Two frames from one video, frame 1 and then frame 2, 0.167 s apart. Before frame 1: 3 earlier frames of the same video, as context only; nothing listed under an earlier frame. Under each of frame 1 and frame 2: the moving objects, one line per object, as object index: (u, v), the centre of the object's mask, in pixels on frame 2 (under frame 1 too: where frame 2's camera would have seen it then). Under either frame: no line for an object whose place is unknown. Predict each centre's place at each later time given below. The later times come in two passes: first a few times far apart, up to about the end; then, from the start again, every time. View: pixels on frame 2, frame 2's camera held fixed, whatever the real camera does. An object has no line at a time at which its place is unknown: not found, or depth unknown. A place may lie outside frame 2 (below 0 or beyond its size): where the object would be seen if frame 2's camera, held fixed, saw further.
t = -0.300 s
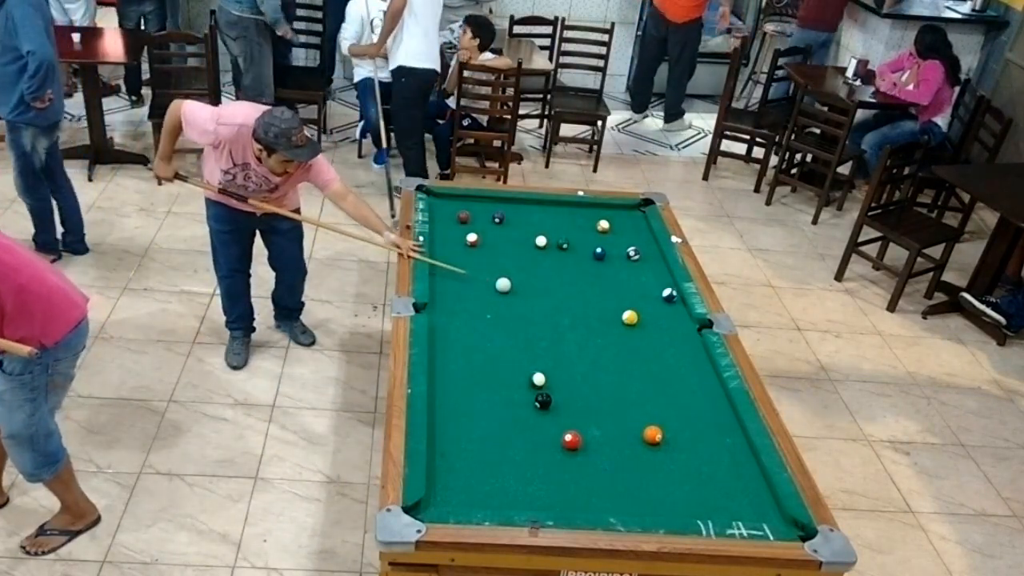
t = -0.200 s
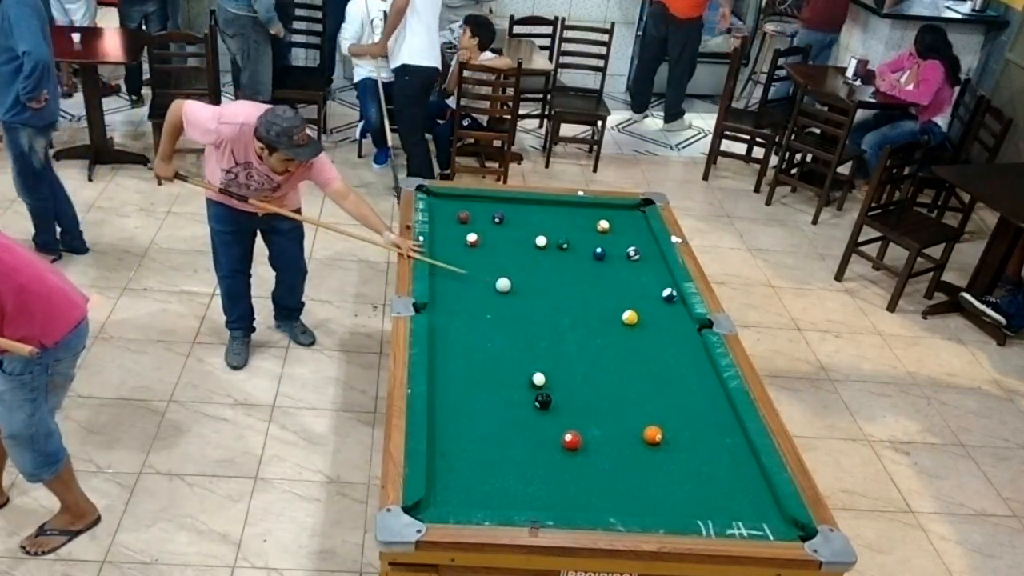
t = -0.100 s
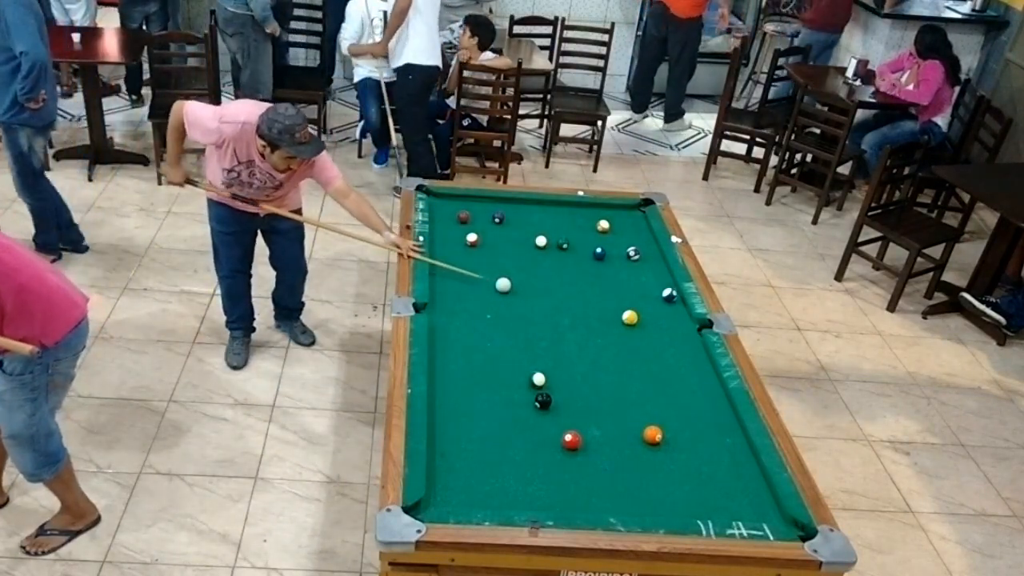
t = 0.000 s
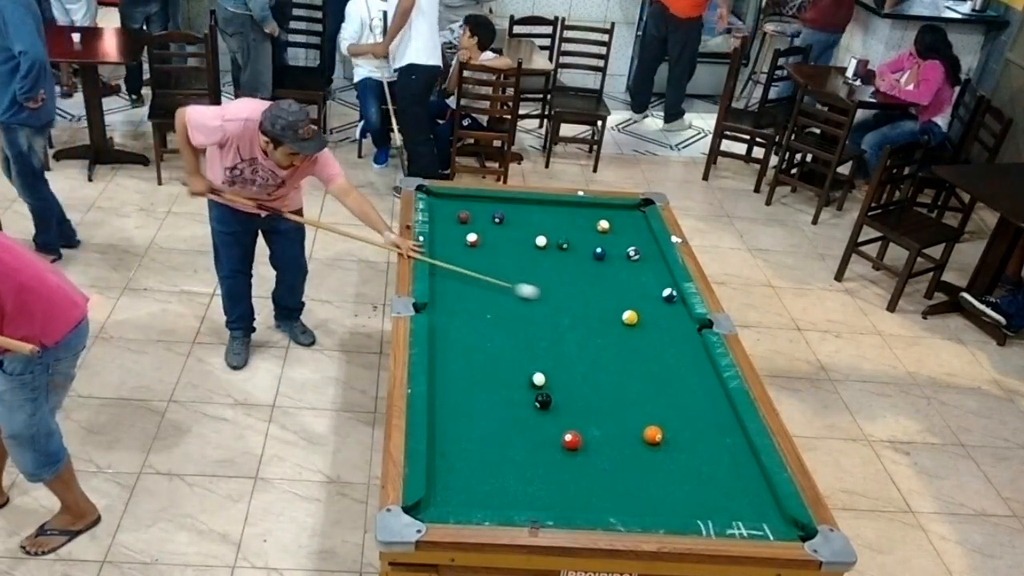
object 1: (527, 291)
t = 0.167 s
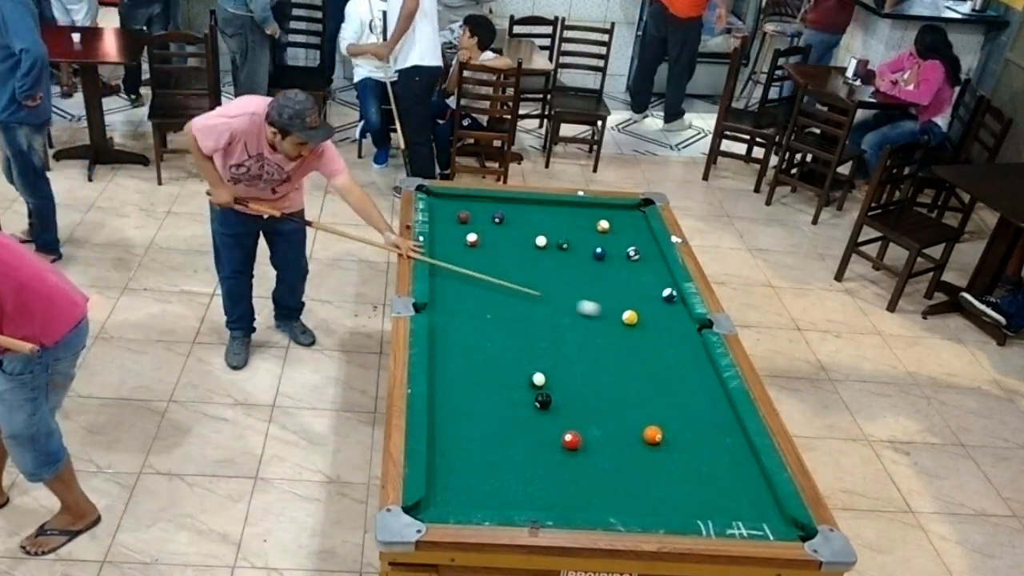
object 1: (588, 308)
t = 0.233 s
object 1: (611, 314)
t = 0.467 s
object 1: (639, 331)
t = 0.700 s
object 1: (668, 348)
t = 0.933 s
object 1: (698, 366)
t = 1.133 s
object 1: (708, 377)
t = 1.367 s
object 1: (698, 385)
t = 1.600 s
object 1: (688, 393)
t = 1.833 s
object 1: (679, 401)
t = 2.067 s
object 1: (671, 407)
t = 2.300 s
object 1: (663, 413)
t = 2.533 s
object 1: (655, 417)
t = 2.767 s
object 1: (648, 421)
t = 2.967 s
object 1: (642, 422)
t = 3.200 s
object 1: (638, 424)
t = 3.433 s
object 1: (635, 424)
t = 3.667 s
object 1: (633, 424)
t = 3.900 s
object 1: (633, 424)
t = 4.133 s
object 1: (633, 424)
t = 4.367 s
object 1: (633, 424)
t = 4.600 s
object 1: (633, 424)
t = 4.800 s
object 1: (633, 424)
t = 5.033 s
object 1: (633, 424)
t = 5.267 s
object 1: (633, 424)
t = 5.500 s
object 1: (633, 424)
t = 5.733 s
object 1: (633, 424)
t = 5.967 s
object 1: (633, 424)
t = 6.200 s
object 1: (633, 424)
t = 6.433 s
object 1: (633, 424)
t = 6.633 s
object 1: (633, 424)
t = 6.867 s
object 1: (633, 424)
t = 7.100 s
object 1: (633, 424)
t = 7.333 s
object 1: (633, 424)
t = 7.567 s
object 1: (633, 424)
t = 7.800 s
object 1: (633, 424)
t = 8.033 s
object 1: (633, 424)
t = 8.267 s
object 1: (633, 424)
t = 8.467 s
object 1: (632, 424)
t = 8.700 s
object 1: (632, 424)
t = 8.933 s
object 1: (632, 424)
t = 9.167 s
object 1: (632, 424)
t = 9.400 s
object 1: (632, 424)
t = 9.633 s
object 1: (632, 424)
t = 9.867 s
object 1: (632, 424)
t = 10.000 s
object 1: (632, 424)
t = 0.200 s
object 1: (601, 311)
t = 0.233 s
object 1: (611, 314)
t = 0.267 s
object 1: (616, 317)
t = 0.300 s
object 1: (618, 319)
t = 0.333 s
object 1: (623, 322)
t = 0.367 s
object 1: (627, 324)
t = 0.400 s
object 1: (631, 326)
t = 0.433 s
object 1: (635, 329)
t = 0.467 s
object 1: (639, 331)
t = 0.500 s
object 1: (643, 334)
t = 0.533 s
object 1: (648, 336)
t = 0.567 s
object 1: (652, 339)
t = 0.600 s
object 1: (656, 341)
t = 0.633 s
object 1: (660, 344)
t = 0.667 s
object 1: (664, 346)
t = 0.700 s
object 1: (668, 348)
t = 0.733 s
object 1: (673, 351)
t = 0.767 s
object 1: (677, 353)
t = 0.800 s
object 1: (681, 356)
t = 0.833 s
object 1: (686, 358)
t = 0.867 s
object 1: (690, 361)
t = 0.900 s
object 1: (694, 363)
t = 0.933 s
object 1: (698, 366)
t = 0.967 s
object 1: (703, 368)
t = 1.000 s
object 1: (707, 371)
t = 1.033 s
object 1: (711, 373)
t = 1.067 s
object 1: (710, 374)
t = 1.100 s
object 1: (709, 376)
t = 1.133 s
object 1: (708, 377)
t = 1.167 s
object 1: (706, 378)
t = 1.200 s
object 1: (705, 380)
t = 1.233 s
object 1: (704, 381)
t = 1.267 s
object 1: (702, 382)
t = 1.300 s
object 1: (701, 383)
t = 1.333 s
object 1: (699, 384)
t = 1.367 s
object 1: (698, 385)
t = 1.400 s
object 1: (697, 386)
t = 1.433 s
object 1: (695, 388)
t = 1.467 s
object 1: (694, 389)
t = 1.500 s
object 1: (692, 390)
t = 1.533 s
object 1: (691, 391)
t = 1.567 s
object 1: (690, 392)
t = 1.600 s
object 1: (688, 393)
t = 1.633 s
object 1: (687, 394)
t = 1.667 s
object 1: (686, 395)
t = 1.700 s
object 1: (684, 396)
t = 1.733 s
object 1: (683, 398)
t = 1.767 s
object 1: (682, 398)
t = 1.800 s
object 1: (680, 400)
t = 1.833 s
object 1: (679, 401)
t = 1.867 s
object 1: (678, 401)
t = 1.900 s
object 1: (677, 402)
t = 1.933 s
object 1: (675, 403)
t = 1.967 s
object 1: (674, 404)
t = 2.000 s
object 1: (673, 405)
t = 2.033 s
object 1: (672, 406)
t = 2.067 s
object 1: (671, 407)
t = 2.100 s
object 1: (669, 408)
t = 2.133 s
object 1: (668, 409)
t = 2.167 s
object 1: (667, 409)
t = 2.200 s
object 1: (666, 410)
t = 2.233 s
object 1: (665, 411)
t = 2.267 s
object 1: (664, 412)
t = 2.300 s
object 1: (663, 413)
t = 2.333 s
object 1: (661, 414)
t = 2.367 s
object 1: (660, 414)
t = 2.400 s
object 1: (659, 415)
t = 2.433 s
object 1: (658, 416)
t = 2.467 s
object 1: (657, 416)
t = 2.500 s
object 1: (656, 417)
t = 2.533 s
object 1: (655, 417)
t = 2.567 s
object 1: (654, 418)
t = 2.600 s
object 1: (653, 418)
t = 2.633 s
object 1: (652, 419)
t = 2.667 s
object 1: (651, 419)
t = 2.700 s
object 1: (650, 419)
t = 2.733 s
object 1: (649, 420)
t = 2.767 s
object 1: (648, 421)
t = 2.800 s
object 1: (647, 421)
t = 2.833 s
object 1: (646, 421)
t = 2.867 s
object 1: (645, 421)
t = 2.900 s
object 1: (644, 422)
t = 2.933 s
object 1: (643, 422)
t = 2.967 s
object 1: (642, 422)
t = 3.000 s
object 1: (642, 423)
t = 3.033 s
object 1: (641, 423)
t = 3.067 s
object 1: (640, 423)
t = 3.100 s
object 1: (640, 423)
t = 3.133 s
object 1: (639, 424)
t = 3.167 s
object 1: (639, 424)
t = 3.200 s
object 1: (638, 424)
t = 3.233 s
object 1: (638, 424)
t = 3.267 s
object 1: (637, 424)
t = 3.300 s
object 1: (636, 424)
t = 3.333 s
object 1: (636, 424)
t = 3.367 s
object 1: (635, 424)
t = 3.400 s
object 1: (635, 424)
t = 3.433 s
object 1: (635, 424)
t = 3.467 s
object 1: (634, 424)
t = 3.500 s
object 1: (634, 424)
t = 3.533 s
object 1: (634, 424)
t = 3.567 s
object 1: (633, 424)
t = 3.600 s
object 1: (633, 424)
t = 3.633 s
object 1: (633, 424)
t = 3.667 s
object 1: (633, 424)
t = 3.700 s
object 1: (633, 424)
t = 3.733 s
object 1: (633, 424)
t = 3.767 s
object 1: (633, 424)
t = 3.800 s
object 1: (633, 424)
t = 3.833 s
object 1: (633, 424)
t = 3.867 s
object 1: (633, 424)
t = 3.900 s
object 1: (633, 424)
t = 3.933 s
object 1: (633, 424)
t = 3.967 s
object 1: (633, 424)
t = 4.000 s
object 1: (633, 424)
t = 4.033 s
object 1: (633, 424)
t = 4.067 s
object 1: (633, 424)
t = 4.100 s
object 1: (633, 424)
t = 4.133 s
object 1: (633, 424)
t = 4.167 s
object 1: (633, 424)
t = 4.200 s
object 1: (633, 424)
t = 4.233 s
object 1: (633, 424)
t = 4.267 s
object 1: (633, 424)
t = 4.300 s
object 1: (633, 424)
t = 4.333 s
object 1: (633, 424)
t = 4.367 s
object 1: (633, 424)
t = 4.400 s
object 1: (633, 424)
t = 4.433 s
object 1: (633, 424)
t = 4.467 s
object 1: (633, 424)
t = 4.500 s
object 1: (633, 424)
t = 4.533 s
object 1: (633, 424)
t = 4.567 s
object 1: (633, 424)
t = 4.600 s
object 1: (633, 424)
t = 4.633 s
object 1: (633, 424)
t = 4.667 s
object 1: (633, 424)
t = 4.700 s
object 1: (633, 424)
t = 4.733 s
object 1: (633, 424)
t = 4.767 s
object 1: (633, 424)
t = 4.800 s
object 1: (633, 424)
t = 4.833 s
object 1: (633, 424)
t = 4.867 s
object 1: (633, 424)
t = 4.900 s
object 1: (633, 424)
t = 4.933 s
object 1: (633, 424)
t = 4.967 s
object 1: (633, 424)
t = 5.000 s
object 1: (633, 424)
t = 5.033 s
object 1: (633, 424)
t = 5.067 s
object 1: (633, 424)
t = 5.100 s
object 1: (633, 424)
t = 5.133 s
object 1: (633, 424)
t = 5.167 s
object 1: (633, 424)
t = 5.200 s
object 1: (633, 424)
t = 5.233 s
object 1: (633, 424)
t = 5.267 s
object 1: (633, 424)
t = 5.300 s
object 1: (633, 424)
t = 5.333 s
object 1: (633, 424)
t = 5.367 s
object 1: (633, 424)
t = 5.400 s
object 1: (633, 424)
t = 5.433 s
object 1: (633, 424)
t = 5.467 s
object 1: (633, 424)
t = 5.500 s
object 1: (633, 424)
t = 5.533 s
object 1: (633, 424)
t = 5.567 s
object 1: (633, 424)
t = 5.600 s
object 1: (633, 424)
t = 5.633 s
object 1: (633, 424)
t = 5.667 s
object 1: (633, 424)
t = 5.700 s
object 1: (633, 424)
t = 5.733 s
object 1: (633, 424)
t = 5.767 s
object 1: (633, 424)
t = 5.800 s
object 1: (633, 424)
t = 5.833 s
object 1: (633, 424)
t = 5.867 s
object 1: (633, 424)
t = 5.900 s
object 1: (633, 424)
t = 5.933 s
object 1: (633, 424)
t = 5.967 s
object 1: (633, 424)
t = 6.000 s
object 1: (633, 424)
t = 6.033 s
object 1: (633, 424)
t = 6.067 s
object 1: (633, 424)
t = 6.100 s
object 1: (633, 424)
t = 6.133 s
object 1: (633, 424)
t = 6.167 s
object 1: (633, 424)
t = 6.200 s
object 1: (633, 424)
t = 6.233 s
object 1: (633, 424)
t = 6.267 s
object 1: (633, 424)
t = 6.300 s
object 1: (633, 424)
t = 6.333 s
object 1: (633, 424)
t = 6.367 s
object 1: (633, 424)
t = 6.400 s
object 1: (633, 424)
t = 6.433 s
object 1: (633, 424)
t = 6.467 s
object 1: (633, 424)
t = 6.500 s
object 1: (633, 424)
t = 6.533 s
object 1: (633, 424)
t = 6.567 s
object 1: (633, 424)
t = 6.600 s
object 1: (633, 424)
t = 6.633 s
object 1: (633, 424)
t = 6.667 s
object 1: (633, 424)
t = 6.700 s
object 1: (633, 424)
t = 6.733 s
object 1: (633, 424)
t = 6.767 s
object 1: (633, 424)
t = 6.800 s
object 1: (633, 424)
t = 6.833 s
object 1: (633, 424)
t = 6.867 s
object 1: (633, 424)
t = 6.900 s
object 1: (633, 424)
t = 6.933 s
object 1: (633, 424)
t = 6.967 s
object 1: (633, 424)
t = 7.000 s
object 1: (633, 424)
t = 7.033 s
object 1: (633, 424)
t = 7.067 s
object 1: (633, 424)
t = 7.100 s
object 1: (633, 424)
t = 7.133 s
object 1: (633, 424)
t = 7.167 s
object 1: (633, 424)
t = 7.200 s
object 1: (633, 424)
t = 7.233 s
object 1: (633, 424)
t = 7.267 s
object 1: (633, 424)
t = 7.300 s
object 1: (633, 424)
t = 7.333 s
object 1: (633, 424)
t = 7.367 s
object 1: (633, 424)
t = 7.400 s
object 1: (633, 424)
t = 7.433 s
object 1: (633, 424)
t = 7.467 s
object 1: (633, 424)
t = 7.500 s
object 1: (633, 424)
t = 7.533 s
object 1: (633, 424)
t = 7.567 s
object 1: (633, 424)
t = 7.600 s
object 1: (633, 424)
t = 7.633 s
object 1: (633, 424)
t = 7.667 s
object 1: (633, 424)
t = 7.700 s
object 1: (633, 424)
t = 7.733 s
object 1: (633, 424)
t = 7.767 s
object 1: (633, 424)
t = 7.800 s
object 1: (633, 424)
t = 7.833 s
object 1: (633, 424)
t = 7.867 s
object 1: (633, 424)
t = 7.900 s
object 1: (633, 424)
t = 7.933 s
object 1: (633, 424)
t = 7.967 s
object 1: (633, 424)
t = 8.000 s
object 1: (633, 424)
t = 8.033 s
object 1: (633, 424)
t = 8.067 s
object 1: (633, 424)
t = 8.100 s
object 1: (633, 424)
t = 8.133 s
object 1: (633, 424)
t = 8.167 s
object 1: (633, 424)
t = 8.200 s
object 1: (632, 424)
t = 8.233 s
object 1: (633, 424)
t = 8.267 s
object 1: (633, 424)
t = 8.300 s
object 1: (633, 424)
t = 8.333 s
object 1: (633, 424)
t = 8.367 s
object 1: (633, 424)
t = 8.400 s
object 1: (633, 424)
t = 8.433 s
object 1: (633, 424)
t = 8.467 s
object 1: (632, 424)
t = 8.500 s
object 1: (632, 424)
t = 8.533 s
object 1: (632, 424)
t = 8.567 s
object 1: (632, 424)
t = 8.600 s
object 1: (632, 424)
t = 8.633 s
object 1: (632, 424)
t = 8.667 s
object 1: (632, 424)
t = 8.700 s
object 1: (632, 424)
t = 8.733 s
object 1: (632, 424)
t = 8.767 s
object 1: (632, 424)
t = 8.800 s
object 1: (632, 424)
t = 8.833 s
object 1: (632, 424)
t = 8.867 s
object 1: (632, 424)
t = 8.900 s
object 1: (632, 424)
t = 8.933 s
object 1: (632, 424)
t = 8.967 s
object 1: (632, 424)
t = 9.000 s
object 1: (632, 424)
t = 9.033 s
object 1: (632, 424)
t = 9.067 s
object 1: (632, 424)
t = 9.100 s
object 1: (632, 424)
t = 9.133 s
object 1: (632, 424)
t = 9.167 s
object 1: (632, 424)
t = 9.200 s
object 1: (632, 424)
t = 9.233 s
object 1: (632, 424)
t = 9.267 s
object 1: (632, 424)
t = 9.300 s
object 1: (632, 424)
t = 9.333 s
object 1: (632, 424)
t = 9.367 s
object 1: (632, 424)
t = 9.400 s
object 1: (632, 424)
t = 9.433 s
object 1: (632, 424)
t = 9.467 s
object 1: (632, 424)
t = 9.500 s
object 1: (632, 424)
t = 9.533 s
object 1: (632, 424)
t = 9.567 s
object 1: (632, 424)
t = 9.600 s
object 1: (632, 424)
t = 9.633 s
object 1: (632, 424)
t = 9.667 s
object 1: (632, 424)
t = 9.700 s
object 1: (632, 424)
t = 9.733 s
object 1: (632, 424)
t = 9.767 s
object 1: (632, 424)
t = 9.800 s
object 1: (632, 424)
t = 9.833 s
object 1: (632, 424)
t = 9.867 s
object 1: (632, 424)
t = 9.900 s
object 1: (632, 424)
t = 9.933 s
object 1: (632, 424)
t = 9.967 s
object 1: (632, 424)
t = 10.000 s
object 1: (632, 424)
